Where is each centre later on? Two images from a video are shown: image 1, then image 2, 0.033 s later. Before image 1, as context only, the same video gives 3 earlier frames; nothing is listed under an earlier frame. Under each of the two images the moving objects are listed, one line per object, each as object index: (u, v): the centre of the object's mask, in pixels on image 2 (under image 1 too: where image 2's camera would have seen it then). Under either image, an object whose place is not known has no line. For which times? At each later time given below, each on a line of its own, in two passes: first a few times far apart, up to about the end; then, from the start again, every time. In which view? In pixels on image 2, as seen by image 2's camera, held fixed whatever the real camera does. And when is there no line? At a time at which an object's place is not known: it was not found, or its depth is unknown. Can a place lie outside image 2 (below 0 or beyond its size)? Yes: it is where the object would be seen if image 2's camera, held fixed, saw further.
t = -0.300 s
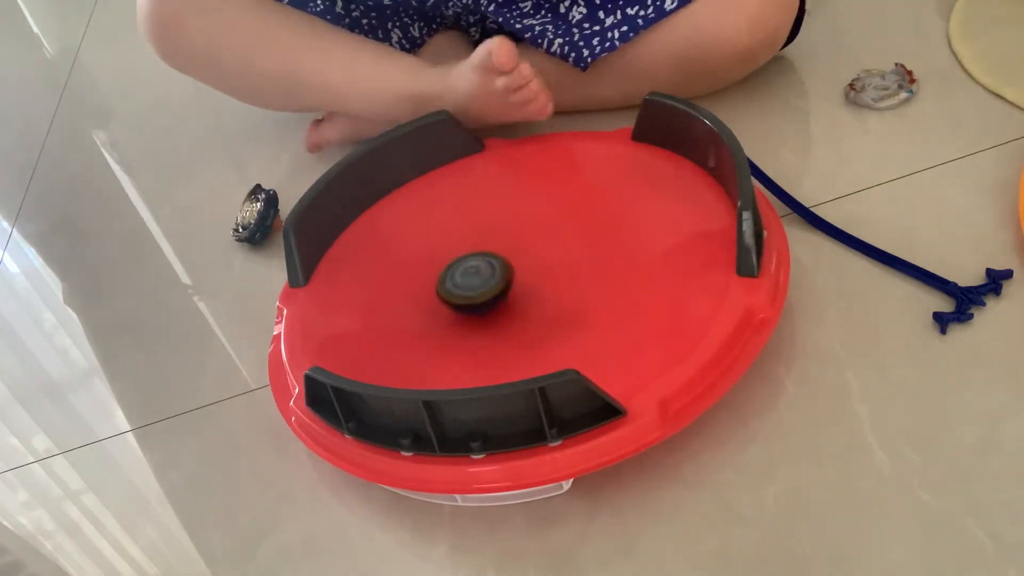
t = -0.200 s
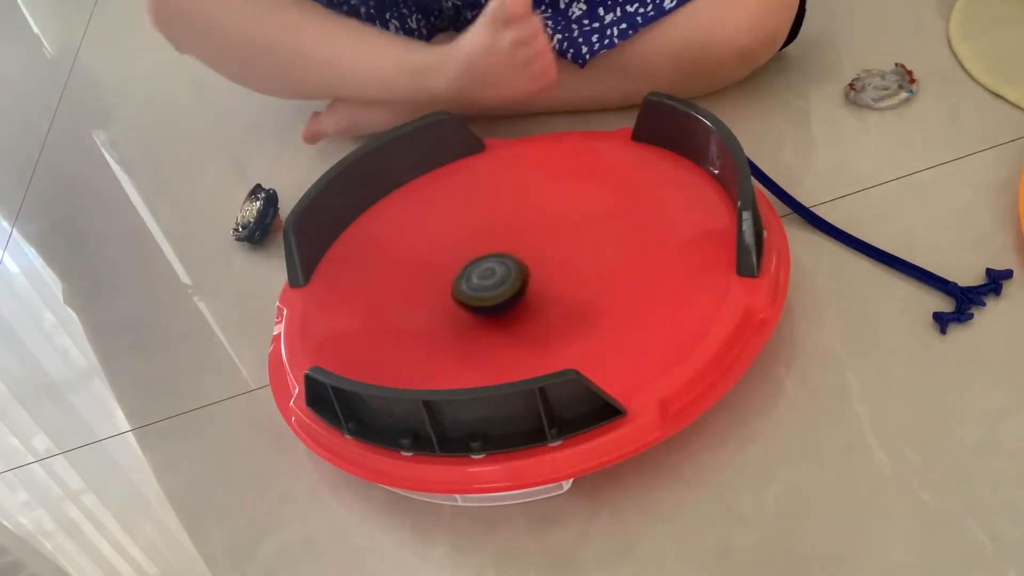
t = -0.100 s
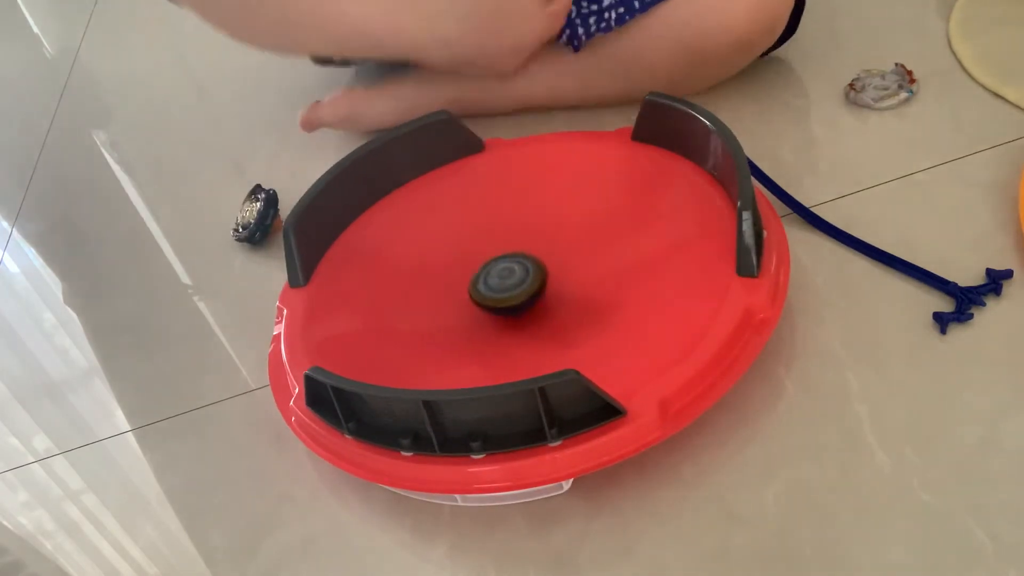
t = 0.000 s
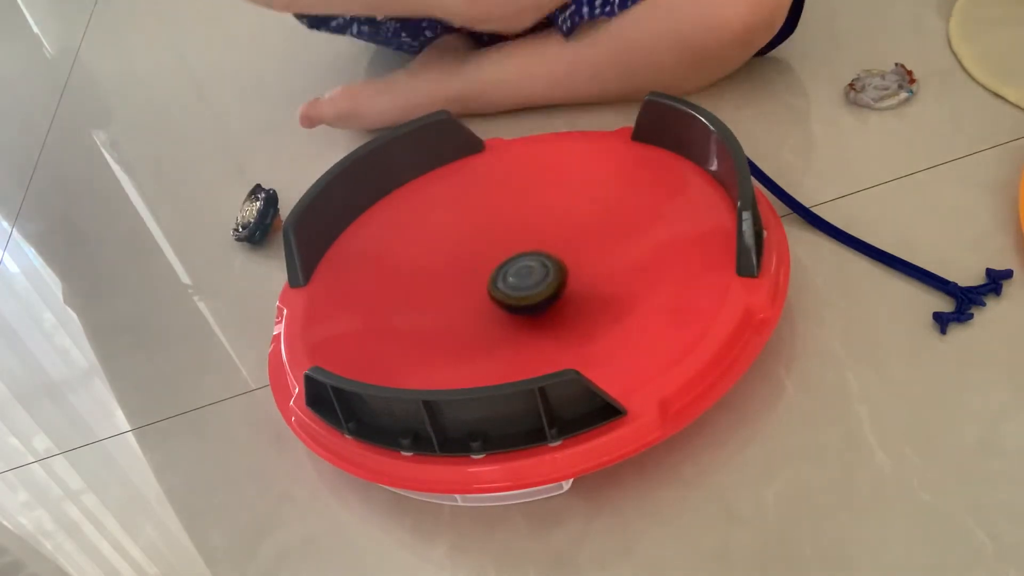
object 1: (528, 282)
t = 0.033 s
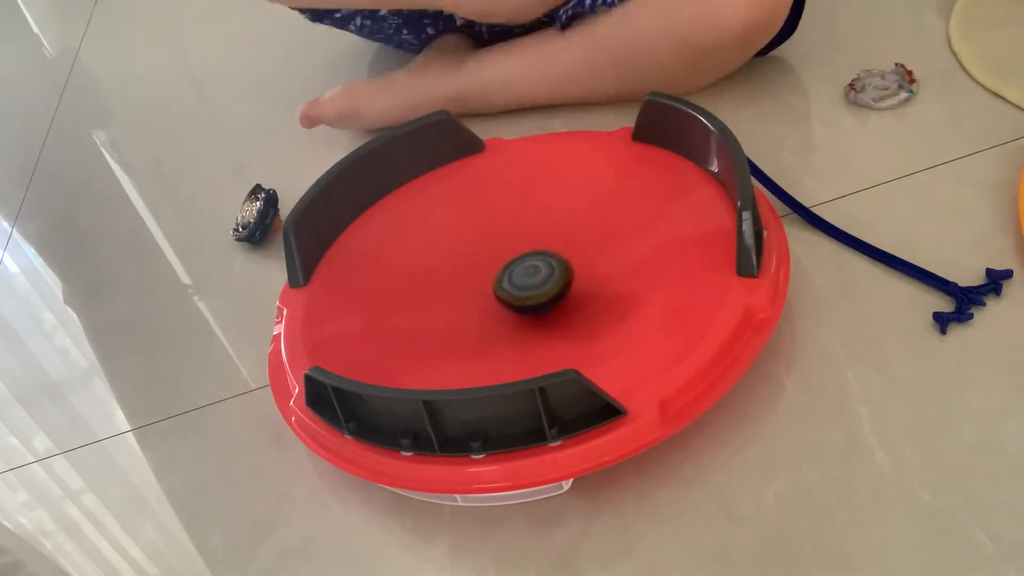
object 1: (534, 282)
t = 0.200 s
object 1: (559, 273)
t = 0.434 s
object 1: (573, 256)
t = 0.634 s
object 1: (557, 246)
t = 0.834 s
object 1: (528, 253)
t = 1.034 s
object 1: (494, 268)
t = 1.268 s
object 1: (462, 291)
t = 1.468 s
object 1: (468, 310)
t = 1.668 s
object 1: (496, 306)
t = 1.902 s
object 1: (520, 283)
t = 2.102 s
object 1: (522, 262)
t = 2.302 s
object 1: (513, 248)
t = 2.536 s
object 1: (503, 241)
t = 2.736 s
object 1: (494, 244)
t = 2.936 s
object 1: (489, 253)
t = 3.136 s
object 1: (487, 268)
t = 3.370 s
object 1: (497, 287)
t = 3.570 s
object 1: (513, 296)
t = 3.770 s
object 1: (537, 296)
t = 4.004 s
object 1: (552, 280)
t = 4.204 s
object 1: (541, 268)
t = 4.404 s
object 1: (519, 264)
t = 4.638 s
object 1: (492, 266)
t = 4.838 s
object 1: (473, 271)
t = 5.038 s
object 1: (459, 277)
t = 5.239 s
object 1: (460, 289)
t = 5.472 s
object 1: (477, 293)
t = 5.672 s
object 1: (502, 289)
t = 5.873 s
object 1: (525, 282)
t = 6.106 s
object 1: (544, 271)
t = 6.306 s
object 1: (549, 262)
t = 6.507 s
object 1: (547, 256)
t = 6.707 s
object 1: (536, 255)
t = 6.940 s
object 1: (515, 261)
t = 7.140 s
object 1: (495, 271)
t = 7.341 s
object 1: (479, 284)
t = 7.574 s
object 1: (470, 296)
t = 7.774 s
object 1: (472, 301)
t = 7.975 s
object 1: (482, 300)
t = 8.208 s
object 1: (498, 289)
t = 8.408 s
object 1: (508, 277)
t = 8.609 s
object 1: (515, 265)
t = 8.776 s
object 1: (517, 259)
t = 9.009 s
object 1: (519, 255)
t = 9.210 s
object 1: (519, 256)
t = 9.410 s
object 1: (513, 261)
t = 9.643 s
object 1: (505, 273)
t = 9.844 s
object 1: (501, 286)
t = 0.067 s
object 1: (539, 281)
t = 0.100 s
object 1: (545, 279)
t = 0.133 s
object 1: (551, 277)
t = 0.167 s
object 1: (556, 275)
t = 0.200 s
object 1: (559, 273)
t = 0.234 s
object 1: (563, 271)
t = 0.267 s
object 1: (565, 268)
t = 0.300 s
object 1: (568, 266)
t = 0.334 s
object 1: (570, 264)
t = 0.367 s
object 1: (571, 261)
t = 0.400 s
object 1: (572, 258)
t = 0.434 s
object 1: (573, 256)
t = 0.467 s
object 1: (572, 253)
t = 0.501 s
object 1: (570, 251)
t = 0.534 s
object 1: (567, 248)
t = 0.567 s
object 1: (564, 247)
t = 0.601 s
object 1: (561, 246)
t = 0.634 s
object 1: (557, 246)
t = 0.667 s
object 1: (553, 247)
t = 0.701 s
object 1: (548, 247)
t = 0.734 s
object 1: (543, 248)
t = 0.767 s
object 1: (539, 249)
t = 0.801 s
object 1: (534, 251)
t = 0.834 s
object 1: (528, 253)
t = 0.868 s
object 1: (522, 255)
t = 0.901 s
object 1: (517, 257)
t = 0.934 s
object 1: (511, 260)
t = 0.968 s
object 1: (506, 263)
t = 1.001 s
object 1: (500, 265)
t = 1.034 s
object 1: (494, 268)
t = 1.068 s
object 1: (489, 272)
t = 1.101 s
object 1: (483, 275)
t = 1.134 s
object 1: (478, 278)
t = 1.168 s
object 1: (474, 281)
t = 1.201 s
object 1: (470, 284)
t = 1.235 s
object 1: (466, 287)
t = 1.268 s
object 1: (462, 291)
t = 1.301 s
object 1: (459, 294)
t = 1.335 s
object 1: (457, 297)
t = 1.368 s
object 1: (457, 300)
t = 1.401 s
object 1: (459, 304)
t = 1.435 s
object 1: (462, 307)
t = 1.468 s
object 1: (468, 310)
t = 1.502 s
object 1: (474, 311)
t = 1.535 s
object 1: (481, 312)
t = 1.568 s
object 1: (487, 311)
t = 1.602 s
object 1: (490, 310)
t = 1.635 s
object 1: (493, 308)
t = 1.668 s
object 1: (496, 306)
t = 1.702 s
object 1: (500, 303)
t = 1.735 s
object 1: (504, 301)
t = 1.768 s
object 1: (508, 297)
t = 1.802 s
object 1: (512, 294)
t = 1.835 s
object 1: (516, 290)
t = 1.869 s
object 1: (519, 287)
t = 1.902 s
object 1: (520, 283)
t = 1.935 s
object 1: (522, 279)
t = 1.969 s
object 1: (522, 276)
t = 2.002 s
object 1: (523, 272)
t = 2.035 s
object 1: (523, 269)
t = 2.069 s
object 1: (523, 265)
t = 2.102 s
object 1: (522, 262)
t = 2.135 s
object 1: (521, 259)
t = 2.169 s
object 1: (519, 256)
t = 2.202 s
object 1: (518, 254)
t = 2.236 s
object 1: (516, 252)
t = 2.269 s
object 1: (514, 250)
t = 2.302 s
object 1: (513, 248)
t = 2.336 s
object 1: (511, 247)
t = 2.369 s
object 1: (510, 245)
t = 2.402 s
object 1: (508, 244)
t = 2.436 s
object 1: (506, 244)
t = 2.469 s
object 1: (505, 243)
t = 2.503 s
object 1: (504, 242)
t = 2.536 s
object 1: (503, 241)
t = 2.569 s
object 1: (501, 241)
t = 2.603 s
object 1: (500, 241)
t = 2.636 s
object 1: (499, 241)
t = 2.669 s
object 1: (497, 242)
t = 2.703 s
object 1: (495, 244)
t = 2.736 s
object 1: (494, 244)
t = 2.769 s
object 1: (493, 245)
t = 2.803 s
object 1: (491, 247)
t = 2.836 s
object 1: (491, 248)
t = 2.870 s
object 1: (490, 250)
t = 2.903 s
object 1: (490, 251)
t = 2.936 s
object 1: (489, 253)
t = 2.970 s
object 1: (489, 256)
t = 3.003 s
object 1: (488, 258)
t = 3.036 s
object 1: (487, 261)
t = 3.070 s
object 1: (487, 263)
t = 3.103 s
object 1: (487, 266)
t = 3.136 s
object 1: (487, 268)
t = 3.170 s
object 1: (488, 271)
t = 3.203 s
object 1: (488, 274)
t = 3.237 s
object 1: (490, 277)
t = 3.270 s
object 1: (491, 279)
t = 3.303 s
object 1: (492, 282)
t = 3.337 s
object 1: (494, 285)
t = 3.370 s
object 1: (497, 287)
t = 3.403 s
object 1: (499, 289)
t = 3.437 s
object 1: (501, 291)
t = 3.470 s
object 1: (504, 292)
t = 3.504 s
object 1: (507, 294)
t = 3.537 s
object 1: (510, 295)
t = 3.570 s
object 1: (513, 296)
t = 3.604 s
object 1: (517, 297)
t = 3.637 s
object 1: (521, 297)
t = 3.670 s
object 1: (525, 298)
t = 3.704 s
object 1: (529, 297)
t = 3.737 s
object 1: (533, 297)
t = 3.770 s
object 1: (537, 296)
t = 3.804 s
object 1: (541, 294)
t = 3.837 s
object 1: (544, 292)
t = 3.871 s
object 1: (546, 290)
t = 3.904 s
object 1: (549, 288)
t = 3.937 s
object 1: (551, 286)
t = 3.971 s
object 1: (551, 283)
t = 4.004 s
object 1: (552, 280)
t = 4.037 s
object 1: (551, 278)
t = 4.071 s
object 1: (550, 276)
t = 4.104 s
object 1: (549, 273)
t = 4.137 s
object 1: (546, 272)
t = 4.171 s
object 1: (544, 270)
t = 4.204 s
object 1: (541, 268)
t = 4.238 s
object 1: (538, 267)
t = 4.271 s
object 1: (534, 266)
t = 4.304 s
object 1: (531, 265)
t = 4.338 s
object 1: (527, 265)
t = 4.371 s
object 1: (523, 264)
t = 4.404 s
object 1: (519, 264)
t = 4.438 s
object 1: (515, 264)
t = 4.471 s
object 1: (511, 264)
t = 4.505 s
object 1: (507, 264)
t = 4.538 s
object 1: (503, 264)
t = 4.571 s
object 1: (499, 265)
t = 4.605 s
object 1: (495, 265)
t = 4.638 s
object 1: (492, 266)
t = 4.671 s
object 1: (488, 266)
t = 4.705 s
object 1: (484, 267)
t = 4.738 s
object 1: (481, 268)
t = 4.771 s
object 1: (478, 269)
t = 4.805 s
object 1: (475, 270)
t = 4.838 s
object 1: (473, 271)
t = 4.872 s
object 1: (470, 272)
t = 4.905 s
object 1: (467, 273)
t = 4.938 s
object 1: (465, 274)
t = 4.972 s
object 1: (463, 275)
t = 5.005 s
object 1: (461, 275)
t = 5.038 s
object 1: (459, 277)
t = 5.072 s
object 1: (458, 278)
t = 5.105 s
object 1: (457, 280)
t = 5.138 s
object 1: (457, 283)
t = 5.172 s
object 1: (458, 285)
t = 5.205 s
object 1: (458, 287)
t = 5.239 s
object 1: (460, 289)
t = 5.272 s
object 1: (461, 290)
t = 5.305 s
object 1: (463, 291)
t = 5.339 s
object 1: (465, 292)
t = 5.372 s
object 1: (468, 293)
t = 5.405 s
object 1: (471, 293)
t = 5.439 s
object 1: (474, 294)
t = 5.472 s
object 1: (477, 293)
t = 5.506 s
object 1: (481, 293)
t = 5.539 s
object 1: (485, 293)
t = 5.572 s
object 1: (489, 292)
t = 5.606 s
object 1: (493, 291)
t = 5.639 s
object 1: (497, 290)
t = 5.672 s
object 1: (502, 289)
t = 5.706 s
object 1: (506, 288)
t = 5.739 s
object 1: (510, 287)
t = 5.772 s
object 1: (514, 286)
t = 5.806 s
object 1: (518, 284)
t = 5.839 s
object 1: (522, 283)
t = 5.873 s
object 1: (525, 282)
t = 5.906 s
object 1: (529, 280)
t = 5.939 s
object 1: (532, 279)
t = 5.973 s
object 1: (535, 277)
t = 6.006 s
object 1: (537, 275)
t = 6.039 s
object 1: (540, 274)
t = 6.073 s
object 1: (542, 272)
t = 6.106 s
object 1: (544, 271)
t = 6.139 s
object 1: (545, 269)
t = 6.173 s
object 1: (546, 267)
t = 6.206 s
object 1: (547, 266)
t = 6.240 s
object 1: (548, 264)
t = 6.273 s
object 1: (549, 263)
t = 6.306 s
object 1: (549, 262)
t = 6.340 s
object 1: (549, 261)
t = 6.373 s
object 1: (549, 260)
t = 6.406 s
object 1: (549, 259)
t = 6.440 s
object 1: (549, 258)
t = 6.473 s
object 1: (548, 257)
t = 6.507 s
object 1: (547, 256)
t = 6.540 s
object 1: (546, 256)
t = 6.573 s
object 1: (544, 255)
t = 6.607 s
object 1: (542, 255)
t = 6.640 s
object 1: (541, 255)
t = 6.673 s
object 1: (539, 255)
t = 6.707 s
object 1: (536, 255)
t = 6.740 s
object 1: (534, 255)
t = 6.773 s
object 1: (531, 256)
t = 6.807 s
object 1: (528, 257)
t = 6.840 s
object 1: (525, 257)
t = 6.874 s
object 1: (522, 258)
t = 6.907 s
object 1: (519, 259)
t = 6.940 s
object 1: (515, 261)
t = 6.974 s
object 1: (512, 262)
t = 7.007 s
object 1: (508, 264)
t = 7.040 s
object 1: (505, 265)
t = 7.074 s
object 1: (501, 267)
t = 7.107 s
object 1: (498, 269)
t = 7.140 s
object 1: (495, 271)
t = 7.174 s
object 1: (492, 273)
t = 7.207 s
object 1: (488, 275)
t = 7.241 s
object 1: (485, 278)
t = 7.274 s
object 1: (483, 280)
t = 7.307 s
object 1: (481, 282)
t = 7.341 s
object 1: (479, 284)
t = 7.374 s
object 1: (477, 286)
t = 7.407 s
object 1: (475, 288)
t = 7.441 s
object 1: (474, 289)
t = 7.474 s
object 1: (473, 291)
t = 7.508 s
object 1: (472, 293)
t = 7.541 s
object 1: (471, 295)
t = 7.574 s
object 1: (470, 296)
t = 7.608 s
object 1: (470, 297)
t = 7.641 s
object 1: (470, 298)
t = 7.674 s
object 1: (470, 299)
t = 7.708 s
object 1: (470, 300)
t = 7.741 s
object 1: (471, 301)
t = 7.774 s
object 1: (472, 301)
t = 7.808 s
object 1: (473, 302)
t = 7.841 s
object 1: (475, 302)
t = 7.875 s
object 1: (476, 302)
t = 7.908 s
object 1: (478, 301)
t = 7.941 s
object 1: (479, 301)
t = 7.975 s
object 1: (482, 300)
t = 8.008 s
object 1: (483, 299)
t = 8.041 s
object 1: (486, 298)
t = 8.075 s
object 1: (488, 297)
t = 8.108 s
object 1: (490, 295)
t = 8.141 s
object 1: (493, 293)
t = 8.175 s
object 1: (496, 292)
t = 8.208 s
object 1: (498, 289)
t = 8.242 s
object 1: (500, 287)
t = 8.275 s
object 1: (503, 285)
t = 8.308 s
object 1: (505, 283)
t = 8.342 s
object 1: (506, 281)
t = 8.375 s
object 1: (507, 279)
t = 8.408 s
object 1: (508, 277)
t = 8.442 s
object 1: (509, 275)
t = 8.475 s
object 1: (511, 273)
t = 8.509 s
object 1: (512, 271)
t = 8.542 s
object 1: (513, 269)
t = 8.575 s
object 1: (514, 267)
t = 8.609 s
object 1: (515, 265)
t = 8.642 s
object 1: (515, 264)
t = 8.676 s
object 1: (516, 262)
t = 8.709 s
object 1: (516, 261)
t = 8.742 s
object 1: (516, 260)
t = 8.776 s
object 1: (517, 259)
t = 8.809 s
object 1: (517, 258)
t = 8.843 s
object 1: (518, 257)
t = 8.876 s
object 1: (518, 256)
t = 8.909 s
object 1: (519, 256)
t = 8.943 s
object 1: (519, 255)
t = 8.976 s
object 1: (519, 255)
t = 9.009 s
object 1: (519, 255)
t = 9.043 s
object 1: (519, 255)
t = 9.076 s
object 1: (519, 255)
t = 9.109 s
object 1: (519, 255)
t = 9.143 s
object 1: (519, 255)
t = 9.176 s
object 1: (519, 255)
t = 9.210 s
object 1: (519, 256)
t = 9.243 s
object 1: (518, 256)
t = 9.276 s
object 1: (517, 257)
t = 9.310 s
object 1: (516, 258)
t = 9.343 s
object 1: (515, 259)
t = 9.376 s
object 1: (514, 260)
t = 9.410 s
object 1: (513, 261)
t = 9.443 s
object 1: (512, 262)
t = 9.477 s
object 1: (511, 264)
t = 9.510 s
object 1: (510, 265)
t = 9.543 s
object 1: (508, 267)
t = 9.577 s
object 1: (507, 269)
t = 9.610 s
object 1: (506, 271)
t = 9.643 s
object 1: (505, 273)
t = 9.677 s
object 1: (504, 275)
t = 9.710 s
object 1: (504, 277)
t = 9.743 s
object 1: (503, 279)
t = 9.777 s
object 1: (502, 281)
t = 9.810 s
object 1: (502, 283)
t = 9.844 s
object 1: (501, 286)
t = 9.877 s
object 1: (501, 288)
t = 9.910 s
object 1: (501, 289)
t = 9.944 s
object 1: (502, 290)
